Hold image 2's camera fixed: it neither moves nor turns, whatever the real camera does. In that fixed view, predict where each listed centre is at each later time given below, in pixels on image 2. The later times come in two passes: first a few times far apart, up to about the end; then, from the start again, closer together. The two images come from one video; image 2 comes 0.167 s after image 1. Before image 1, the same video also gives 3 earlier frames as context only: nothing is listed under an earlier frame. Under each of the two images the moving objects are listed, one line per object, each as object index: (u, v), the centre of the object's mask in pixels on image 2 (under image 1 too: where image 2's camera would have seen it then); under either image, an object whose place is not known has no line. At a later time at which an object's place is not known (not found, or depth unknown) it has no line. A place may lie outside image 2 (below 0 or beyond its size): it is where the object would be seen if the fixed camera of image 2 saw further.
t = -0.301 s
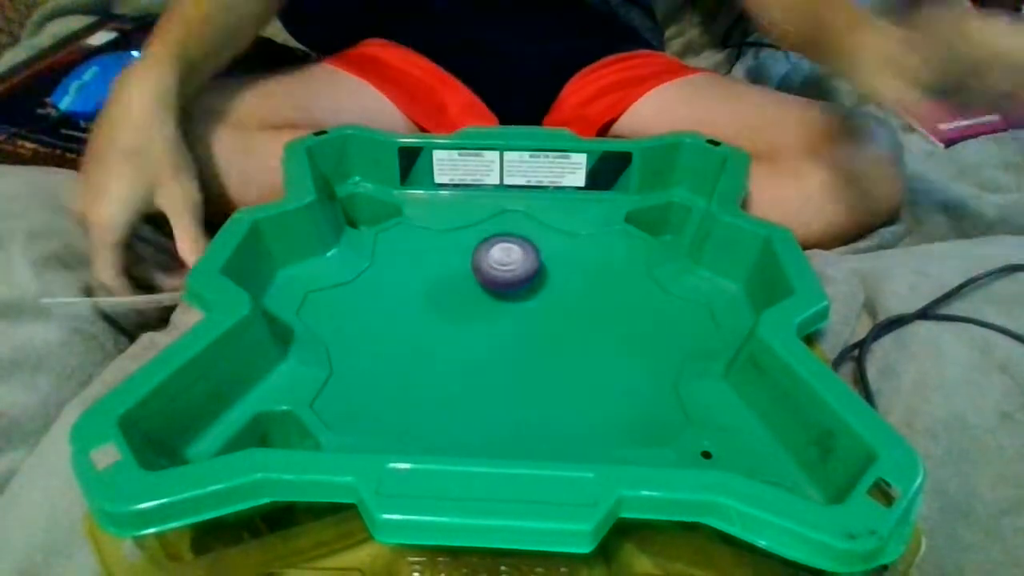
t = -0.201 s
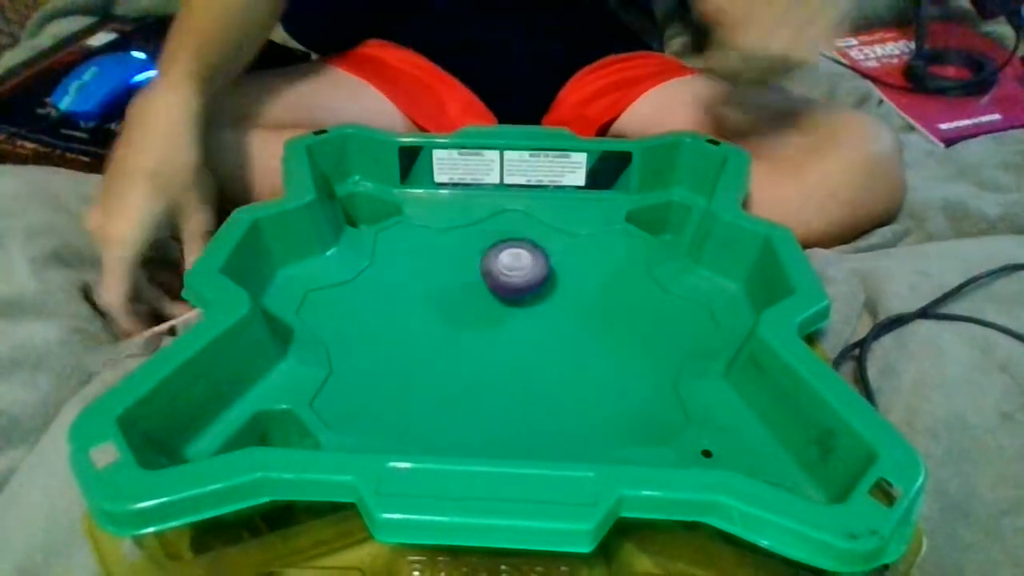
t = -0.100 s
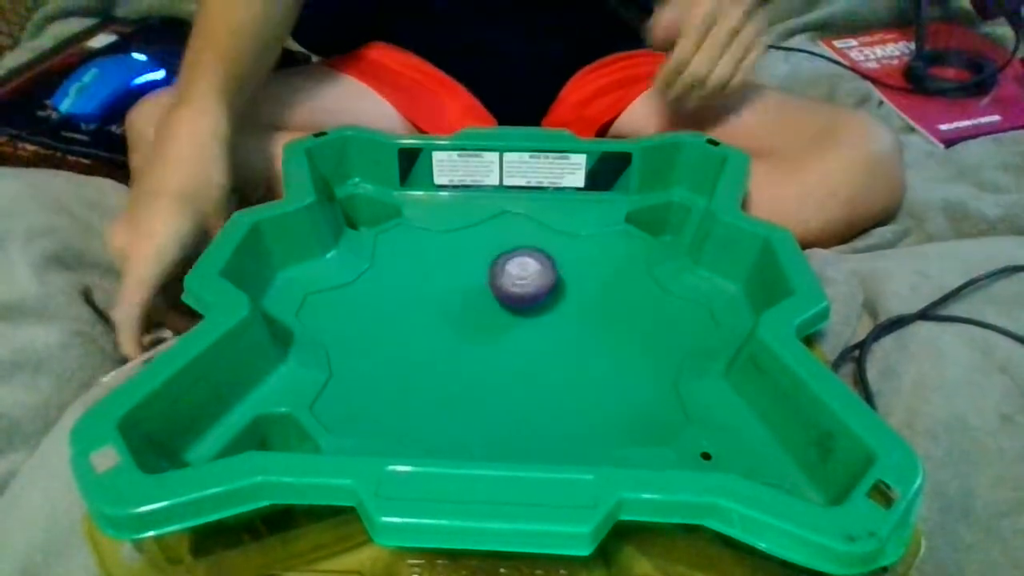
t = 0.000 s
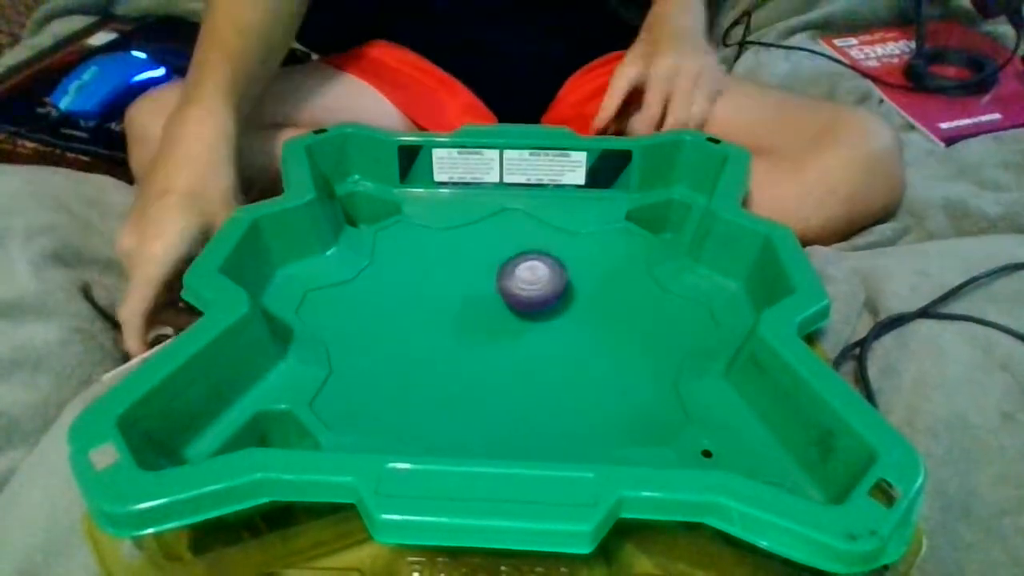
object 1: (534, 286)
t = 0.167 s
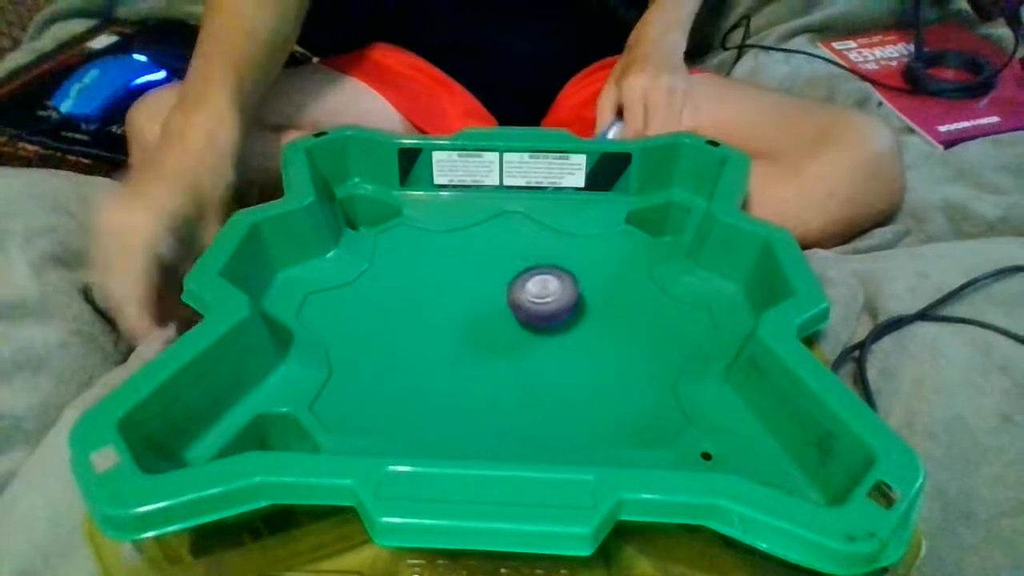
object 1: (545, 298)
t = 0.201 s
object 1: (547, 300)
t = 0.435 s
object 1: (552, 314)
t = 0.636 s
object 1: (545, 322)
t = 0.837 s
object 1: (526, 320)
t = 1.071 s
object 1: (500, 311)
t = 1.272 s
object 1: (482, 302)
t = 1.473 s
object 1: (475, 294)
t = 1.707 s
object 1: (487, 290)
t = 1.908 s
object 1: (509, 286)
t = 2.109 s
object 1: (530, 282)
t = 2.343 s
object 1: (543, 282)
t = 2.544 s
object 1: (538, 292)
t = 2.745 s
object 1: (528, 305)
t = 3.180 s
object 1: (506, 322)
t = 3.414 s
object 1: (500, 312)
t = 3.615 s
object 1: (497, 298)
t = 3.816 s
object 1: (494, 288)
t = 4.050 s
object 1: (500, 285)
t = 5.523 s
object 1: (506, 308)
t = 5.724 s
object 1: (503, 299)
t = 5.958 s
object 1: (501, 293)
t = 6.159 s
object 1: (510, 293)
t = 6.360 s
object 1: (520, 296)
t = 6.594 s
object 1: (528, 299)
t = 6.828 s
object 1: (526, 301)
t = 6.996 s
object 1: (517, 302)
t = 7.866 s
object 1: (512, 298)
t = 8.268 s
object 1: (517, 299)
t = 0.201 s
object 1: (547, 300)
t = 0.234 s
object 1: (548, 303)
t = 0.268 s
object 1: (550, 305)
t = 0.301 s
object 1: (550, 307)
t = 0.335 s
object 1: (551, 309)
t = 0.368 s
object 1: (552, 311)
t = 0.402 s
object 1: (552, 312)
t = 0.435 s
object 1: (552, 314)
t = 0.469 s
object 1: (552, 316)
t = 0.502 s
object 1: (551, 317)
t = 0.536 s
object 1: (549, 319)
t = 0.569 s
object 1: (549, 321)
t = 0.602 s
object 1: (547, 321)
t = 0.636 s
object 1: (545, 322)
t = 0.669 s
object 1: (543, 322)
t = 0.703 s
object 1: (539, 322)
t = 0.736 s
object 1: (536, 322)
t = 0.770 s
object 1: (533, 321)
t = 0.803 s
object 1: (530, 321)
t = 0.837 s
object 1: (526, 320)
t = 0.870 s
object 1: (522, 319)
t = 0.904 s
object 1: (518, 318)
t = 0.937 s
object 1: (514, 317)
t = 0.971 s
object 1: (510, 315)
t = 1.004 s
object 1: (507, 314)
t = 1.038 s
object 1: (503, 312)
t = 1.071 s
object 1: (500, 311)
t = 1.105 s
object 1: (497, 309)
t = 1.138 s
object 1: (494, 308)
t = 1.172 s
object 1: (491, 307)
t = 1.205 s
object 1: (488, 305)
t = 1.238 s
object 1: (485, 304)
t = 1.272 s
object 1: (482, 302)
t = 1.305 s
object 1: (480, 301)
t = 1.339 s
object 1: (478, 300)
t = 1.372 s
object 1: (477, 299)
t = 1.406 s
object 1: (475, 296)
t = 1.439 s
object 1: (474, 295)
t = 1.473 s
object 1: (475, 294)
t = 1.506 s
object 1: (475, 293)
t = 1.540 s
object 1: (476, 292)
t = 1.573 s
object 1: (477, 292)
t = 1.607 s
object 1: (479, 292)
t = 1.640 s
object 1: (481, 291)
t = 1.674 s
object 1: (484, 290)
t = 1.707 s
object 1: (487, 290)
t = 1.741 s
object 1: (490, 289)
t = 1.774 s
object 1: (495, 289)
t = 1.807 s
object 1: (499, 288)
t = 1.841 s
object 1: (502, 287)
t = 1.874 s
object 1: (506, 287)
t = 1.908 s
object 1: (509, 286)
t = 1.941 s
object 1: (515, 285)
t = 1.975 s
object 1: (518, 285)
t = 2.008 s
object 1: (521, 284)
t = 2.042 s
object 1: (524, 284)
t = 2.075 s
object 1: (528, 283)
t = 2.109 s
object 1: (530, 282)
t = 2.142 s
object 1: (533, 281)
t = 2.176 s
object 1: (535, 281)
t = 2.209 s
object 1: (538, 281)
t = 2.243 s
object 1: (539, 281)
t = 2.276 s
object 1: (541, 281)
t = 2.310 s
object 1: (542, 282)
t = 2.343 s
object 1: (543, 282)
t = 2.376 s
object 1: (543, 284)
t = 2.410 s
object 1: (543, 285)
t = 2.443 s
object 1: (542, 286)
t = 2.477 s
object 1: (541, 288)
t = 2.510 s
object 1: (539, 290)
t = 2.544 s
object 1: (538, 292)
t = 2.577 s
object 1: (537, 294)
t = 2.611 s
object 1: (534, 295)
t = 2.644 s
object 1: (533, 299)
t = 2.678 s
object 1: (531, 301)
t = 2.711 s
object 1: (530, 303)
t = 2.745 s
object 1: (528, 305)
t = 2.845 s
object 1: (523, 312)
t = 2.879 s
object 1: (521, 313)
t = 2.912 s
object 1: (519, 315)
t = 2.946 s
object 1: (517, 317)
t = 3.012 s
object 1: (514, 319)
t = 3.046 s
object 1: (513, 321)
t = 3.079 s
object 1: (512, 322)
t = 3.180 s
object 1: (506, 322)
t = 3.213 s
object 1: (506, 322)
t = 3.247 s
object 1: (504, 321)
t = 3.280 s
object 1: (503, 320)
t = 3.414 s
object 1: (500, 312)
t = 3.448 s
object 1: (501, 310)
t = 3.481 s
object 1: (500, 307)
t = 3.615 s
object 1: (497, 298)
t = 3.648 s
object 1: (497, 295)
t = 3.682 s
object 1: (496, 293)
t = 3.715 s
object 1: (495, 291)
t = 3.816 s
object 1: (494, 288)
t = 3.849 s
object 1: (495, 287)
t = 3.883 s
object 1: (495, 286)
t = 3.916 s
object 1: (495, 285)
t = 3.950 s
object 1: (497, 285)
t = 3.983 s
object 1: (498, 284)
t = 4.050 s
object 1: (500, 285)
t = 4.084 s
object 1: (502, 285)
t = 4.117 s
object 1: (504, 285)
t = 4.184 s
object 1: (509, 287)
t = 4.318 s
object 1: (520, 290)
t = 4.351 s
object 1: (522, 291)
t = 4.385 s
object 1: (526, 291)
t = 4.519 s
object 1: (534, 293)
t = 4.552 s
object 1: (535, 293)
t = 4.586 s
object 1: (537, 294)
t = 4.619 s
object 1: (537, 295)
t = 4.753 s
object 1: (536, 298)
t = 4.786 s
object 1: (534, 299)
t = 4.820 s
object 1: (533, 300)
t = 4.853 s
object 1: (531, 300)
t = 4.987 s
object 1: (522, 305)
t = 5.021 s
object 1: (520, 306)
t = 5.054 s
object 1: (518, 307)
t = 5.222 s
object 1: (509, 313)
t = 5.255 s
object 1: (508, 313)
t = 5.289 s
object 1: (507, 314)
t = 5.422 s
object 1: (506, 312)
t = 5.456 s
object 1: (506, 311)
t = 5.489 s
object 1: (507, 310)
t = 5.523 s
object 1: (506, 308)
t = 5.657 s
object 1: (504, 302)
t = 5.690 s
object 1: (503, 300)
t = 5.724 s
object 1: (503, 299)
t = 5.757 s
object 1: (502, 297)
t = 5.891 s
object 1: (501, 293)
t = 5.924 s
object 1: (501, 292)
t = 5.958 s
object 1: (501, 293)
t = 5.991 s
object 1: (502, 292)
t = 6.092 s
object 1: (505, 292)
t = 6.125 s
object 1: (508, 294)
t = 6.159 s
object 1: (510, 293)
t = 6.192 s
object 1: (511, 294)
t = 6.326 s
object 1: (518, 296)
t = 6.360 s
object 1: (520, 296)
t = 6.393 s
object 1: (522, 296)
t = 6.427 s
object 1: (523, 296)
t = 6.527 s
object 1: (527, 298)
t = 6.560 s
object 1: (527, 298)
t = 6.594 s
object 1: (528, 299)
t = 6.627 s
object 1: (527, 297)
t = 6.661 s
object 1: (527, 298)
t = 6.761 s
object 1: (528, 301)
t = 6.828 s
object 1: (526, 301)
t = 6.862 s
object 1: (524, 301)
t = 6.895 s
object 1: (523, 302)
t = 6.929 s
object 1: (520, 300)
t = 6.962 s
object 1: (518, 302)
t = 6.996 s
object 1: (517, 302)
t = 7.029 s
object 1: (515, 303)
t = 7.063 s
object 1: (515, 304)
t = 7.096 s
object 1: (512, 304)
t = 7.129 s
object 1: (512, 305)
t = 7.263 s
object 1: (508, 305)
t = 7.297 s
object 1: (508, 305)
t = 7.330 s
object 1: (508, 304)
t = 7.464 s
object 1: (507, 301)
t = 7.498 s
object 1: (508, 301)
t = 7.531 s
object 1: (509, 301)
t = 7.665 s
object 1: (510, 296)
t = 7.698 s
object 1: (512, 297)
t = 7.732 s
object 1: (510, 295)
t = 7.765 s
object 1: (512, 296)
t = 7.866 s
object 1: (512, 298)
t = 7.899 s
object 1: (514, 298)
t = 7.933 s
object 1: (513, 295)
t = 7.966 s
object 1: (516, 297)
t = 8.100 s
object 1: (518, 298)
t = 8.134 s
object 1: (516, 297)
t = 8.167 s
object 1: (517, 297)
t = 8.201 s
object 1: (517, 299)
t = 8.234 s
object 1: (518, 298)
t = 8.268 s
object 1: (517, 299)
